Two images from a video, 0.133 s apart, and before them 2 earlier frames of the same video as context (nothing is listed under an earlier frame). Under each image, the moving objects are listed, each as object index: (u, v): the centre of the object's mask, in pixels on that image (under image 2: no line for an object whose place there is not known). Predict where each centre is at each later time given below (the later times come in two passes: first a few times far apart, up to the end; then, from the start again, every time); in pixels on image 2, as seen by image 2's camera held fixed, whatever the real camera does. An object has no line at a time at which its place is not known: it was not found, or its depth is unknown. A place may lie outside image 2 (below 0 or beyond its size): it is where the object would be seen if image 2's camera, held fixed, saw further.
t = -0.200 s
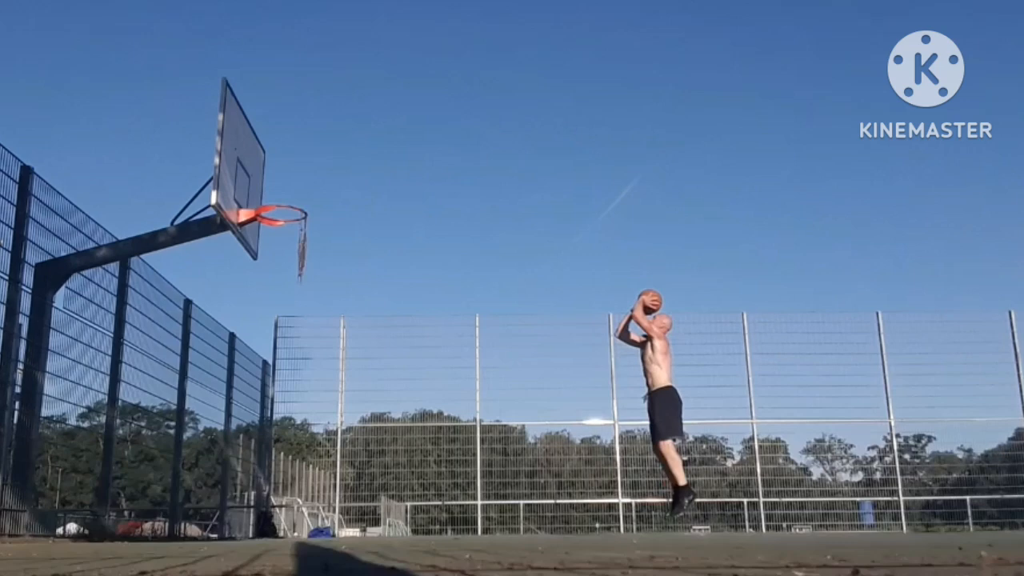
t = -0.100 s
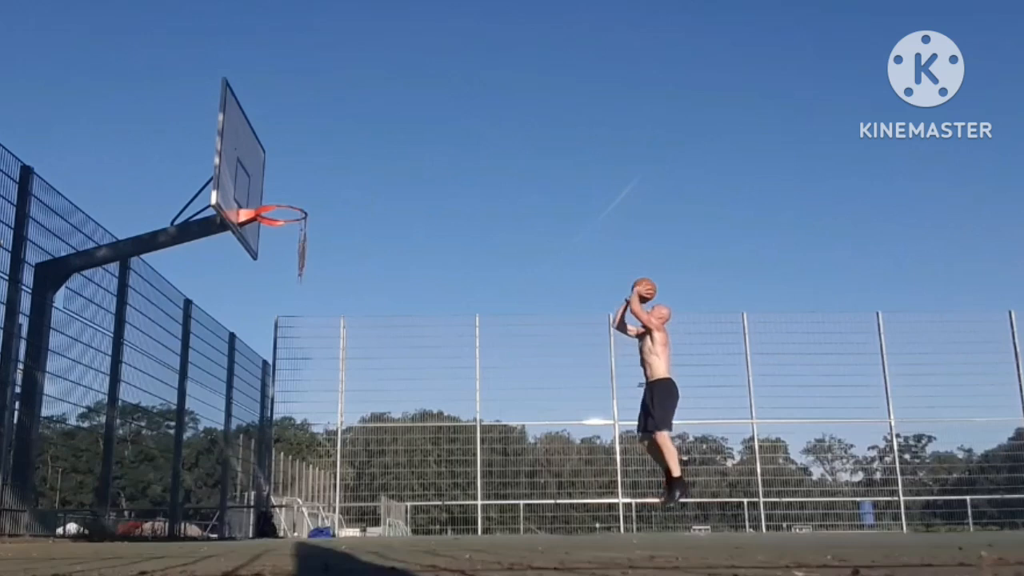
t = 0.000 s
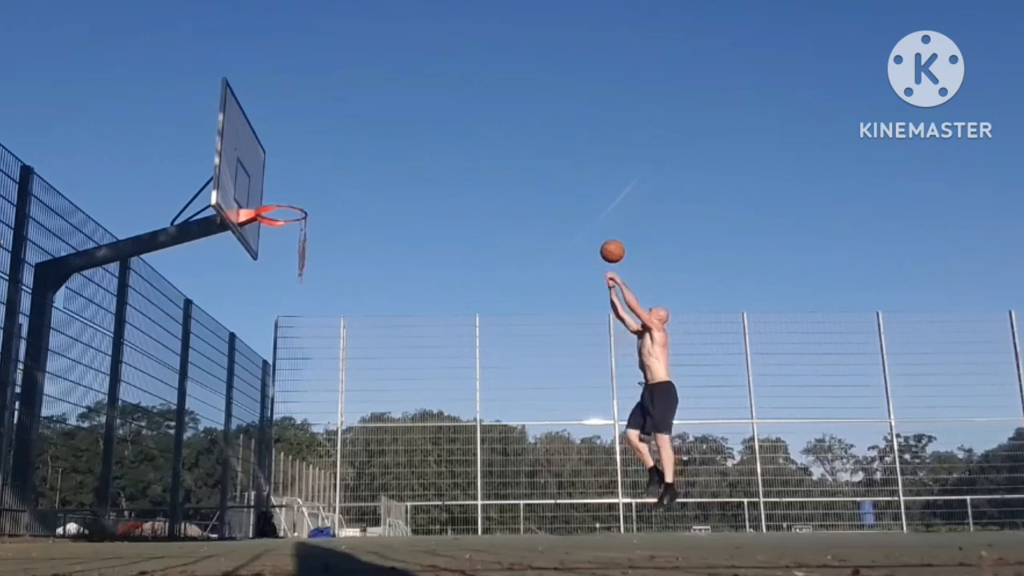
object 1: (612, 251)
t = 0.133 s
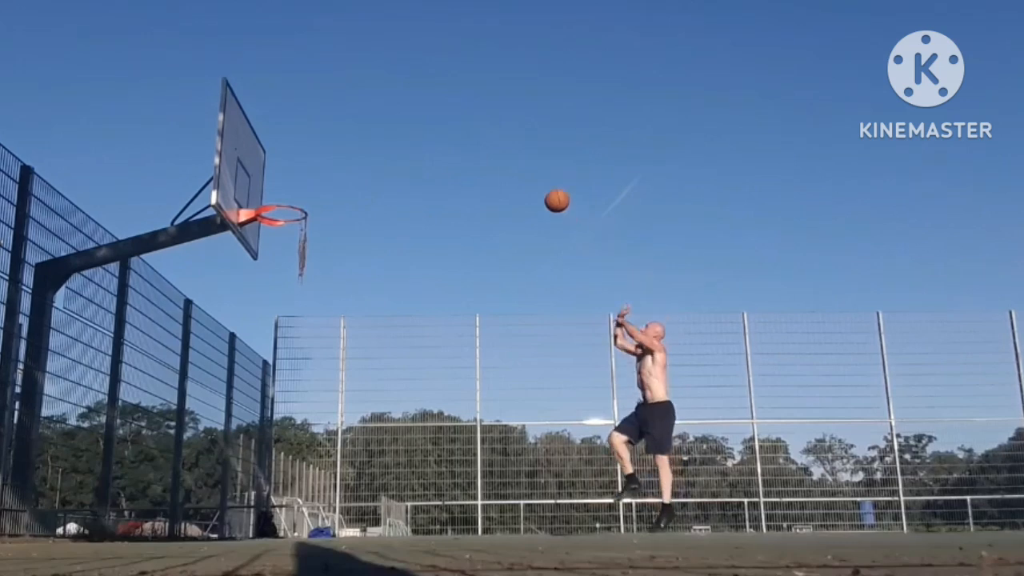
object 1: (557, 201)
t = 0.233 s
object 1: (516, 174)
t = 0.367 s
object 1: (463, 154)
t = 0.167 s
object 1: (543, 191)
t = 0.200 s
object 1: (529, 182)
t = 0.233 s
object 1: (516, 174)
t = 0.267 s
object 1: (503, 168)
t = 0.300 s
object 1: (489, 162)
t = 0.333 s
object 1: (476, 158)
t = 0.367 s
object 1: (463, 154)
